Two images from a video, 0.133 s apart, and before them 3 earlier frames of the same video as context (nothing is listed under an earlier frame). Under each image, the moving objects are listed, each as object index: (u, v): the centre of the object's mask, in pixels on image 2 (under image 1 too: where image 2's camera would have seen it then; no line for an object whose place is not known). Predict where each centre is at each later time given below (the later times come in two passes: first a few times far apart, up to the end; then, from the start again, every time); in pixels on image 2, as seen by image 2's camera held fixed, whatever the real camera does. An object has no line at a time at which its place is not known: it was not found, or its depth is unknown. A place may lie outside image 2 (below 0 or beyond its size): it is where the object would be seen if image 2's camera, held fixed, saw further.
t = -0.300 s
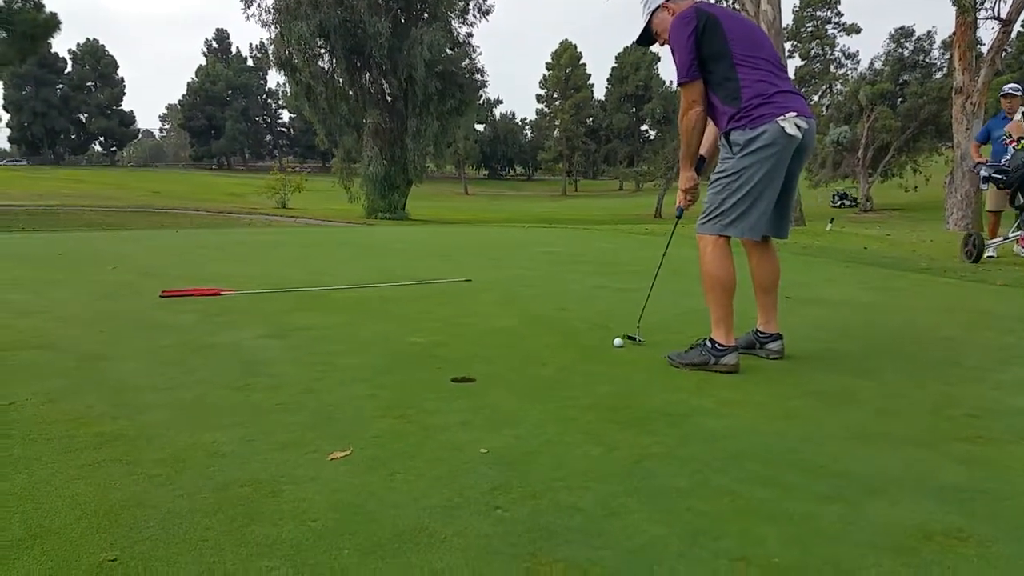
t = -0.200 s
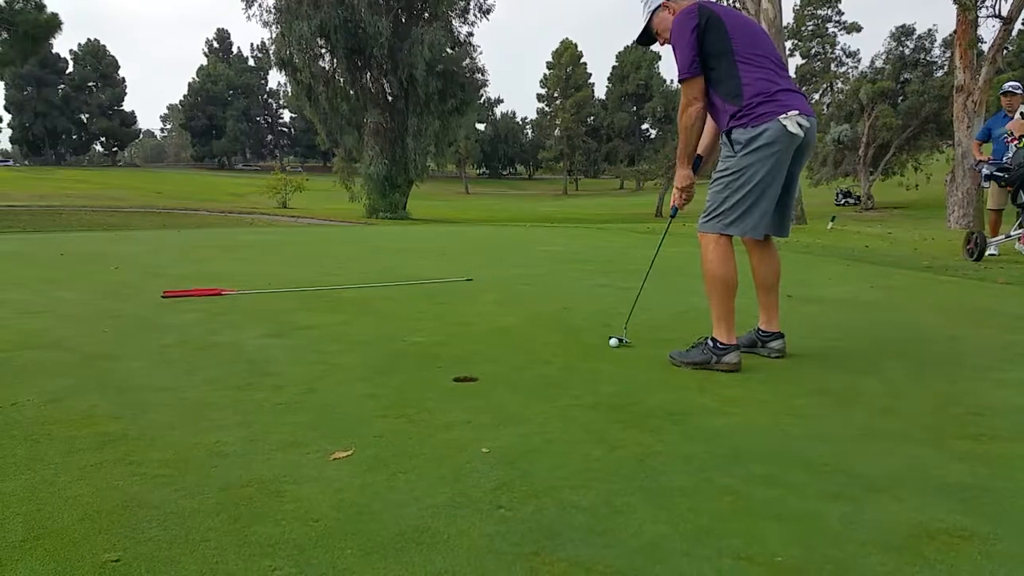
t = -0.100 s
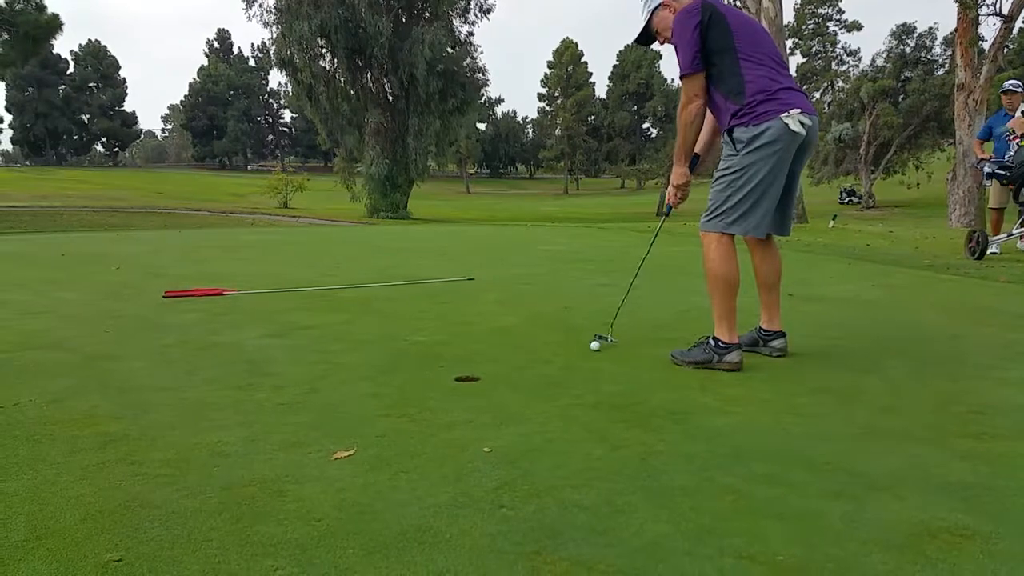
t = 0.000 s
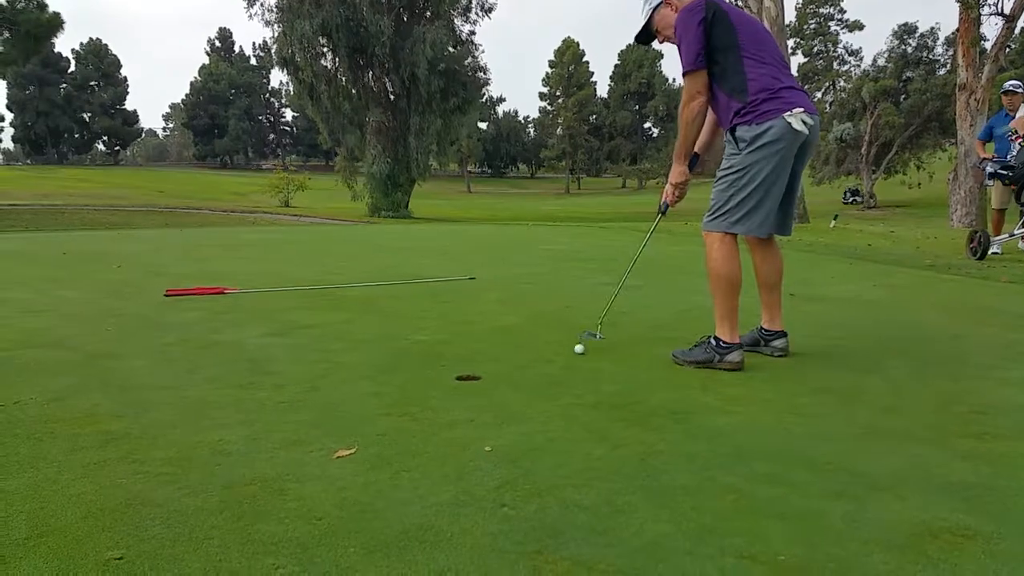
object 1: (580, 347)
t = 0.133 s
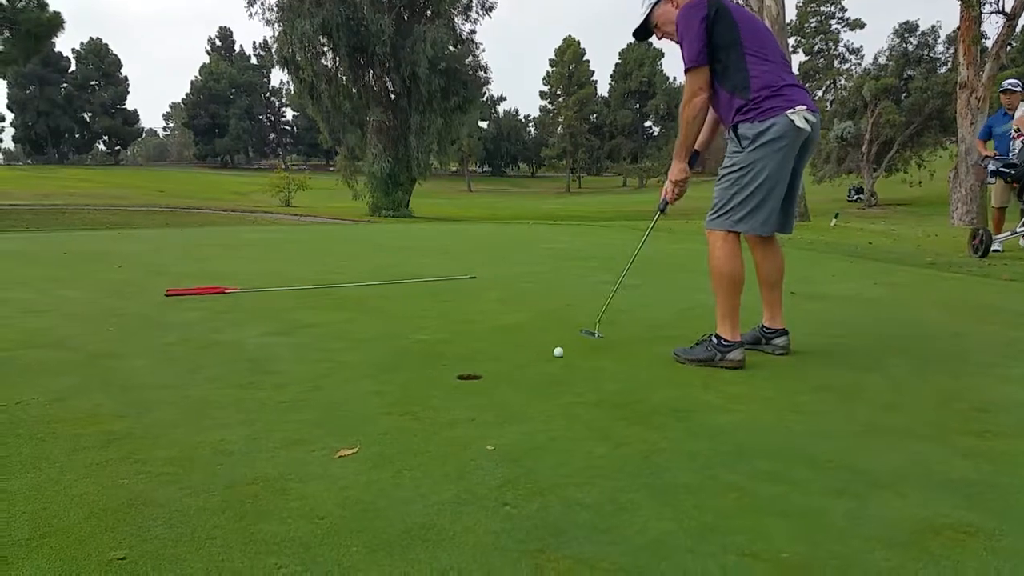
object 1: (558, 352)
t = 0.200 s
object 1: (548, 353)
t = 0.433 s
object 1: (515, 361)
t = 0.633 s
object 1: (493, 365)
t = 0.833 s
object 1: (476, 370)
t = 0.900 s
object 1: (470, 377)
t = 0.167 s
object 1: (553, 353)
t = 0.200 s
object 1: (548, 353)
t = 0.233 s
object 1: (543, 354)
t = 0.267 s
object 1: (538, 356)
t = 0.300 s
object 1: (533, 356)
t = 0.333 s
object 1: (528, 358)
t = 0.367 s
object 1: (524, 359)
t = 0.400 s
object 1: (519, 359)
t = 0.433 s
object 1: (515, 361)
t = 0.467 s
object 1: (511, 361)
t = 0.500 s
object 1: (507, 362)
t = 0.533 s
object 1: (503, 363)
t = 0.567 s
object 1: (499, 363)
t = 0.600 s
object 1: (496, 364)
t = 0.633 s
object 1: (493, 365)
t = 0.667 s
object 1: (490, 365)
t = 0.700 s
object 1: (486, 366)
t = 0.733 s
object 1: (484, 367)
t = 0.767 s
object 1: (481, 367)
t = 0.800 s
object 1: (479, 368)
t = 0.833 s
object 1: (476, 370)
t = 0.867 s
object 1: (473, 373)
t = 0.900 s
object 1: (470, 377)
